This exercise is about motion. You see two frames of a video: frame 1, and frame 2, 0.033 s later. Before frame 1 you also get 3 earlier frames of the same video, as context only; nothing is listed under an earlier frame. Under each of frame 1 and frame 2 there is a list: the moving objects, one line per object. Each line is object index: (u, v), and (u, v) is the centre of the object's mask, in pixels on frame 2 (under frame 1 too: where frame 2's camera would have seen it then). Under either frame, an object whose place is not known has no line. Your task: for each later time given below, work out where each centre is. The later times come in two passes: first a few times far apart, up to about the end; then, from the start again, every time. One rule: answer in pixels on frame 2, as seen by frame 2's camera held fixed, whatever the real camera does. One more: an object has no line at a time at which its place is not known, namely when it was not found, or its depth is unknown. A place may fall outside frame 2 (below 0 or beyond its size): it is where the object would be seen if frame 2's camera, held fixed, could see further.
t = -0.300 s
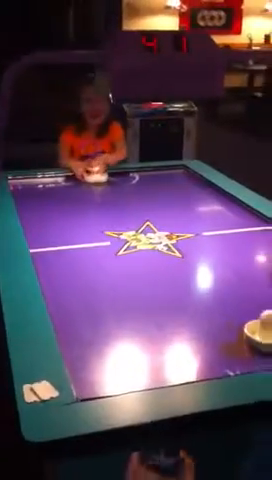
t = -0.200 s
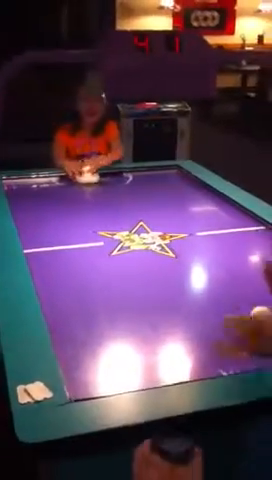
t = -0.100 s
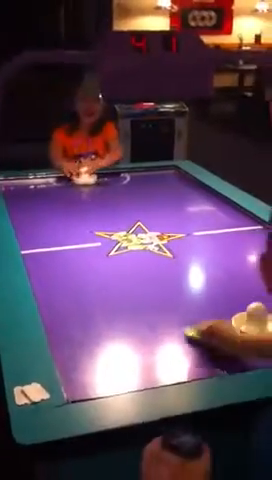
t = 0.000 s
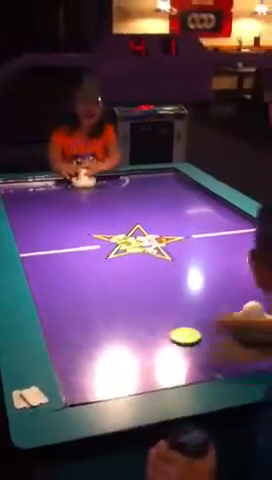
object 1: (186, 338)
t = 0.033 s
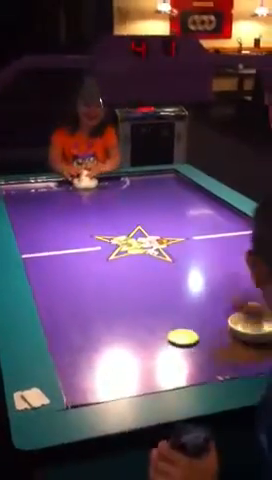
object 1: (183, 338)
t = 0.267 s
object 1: (161, 336)
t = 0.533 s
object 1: (135, 332)
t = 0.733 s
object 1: (116, 328)
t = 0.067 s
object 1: (180, 338)
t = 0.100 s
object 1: (177, 338)
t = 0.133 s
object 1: (174, 338)
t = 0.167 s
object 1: (171, 338)
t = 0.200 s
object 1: (167, 337)
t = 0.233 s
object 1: (164, 336)
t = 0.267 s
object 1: (161, 336)
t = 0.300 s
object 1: (158, 336)
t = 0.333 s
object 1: (154, 335)
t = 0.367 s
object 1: (151, 335)
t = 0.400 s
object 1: (148, 334)
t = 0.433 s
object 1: (145, 334)
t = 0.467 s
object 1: (142, 333)
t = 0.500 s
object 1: (138, 332)
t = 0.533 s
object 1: (135, 332)
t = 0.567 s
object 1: (132, 331)
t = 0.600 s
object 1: (129, 331)
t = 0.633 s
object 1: (126, 330)
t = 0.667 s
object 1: (122, 329)
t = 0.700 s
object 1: (119, 329)
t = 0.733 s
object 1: (116, 328)
